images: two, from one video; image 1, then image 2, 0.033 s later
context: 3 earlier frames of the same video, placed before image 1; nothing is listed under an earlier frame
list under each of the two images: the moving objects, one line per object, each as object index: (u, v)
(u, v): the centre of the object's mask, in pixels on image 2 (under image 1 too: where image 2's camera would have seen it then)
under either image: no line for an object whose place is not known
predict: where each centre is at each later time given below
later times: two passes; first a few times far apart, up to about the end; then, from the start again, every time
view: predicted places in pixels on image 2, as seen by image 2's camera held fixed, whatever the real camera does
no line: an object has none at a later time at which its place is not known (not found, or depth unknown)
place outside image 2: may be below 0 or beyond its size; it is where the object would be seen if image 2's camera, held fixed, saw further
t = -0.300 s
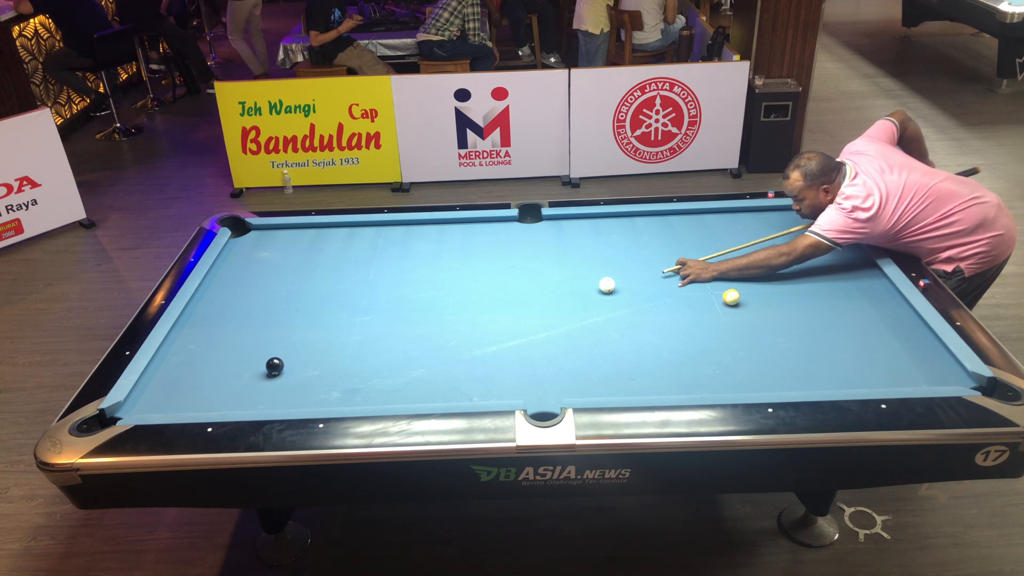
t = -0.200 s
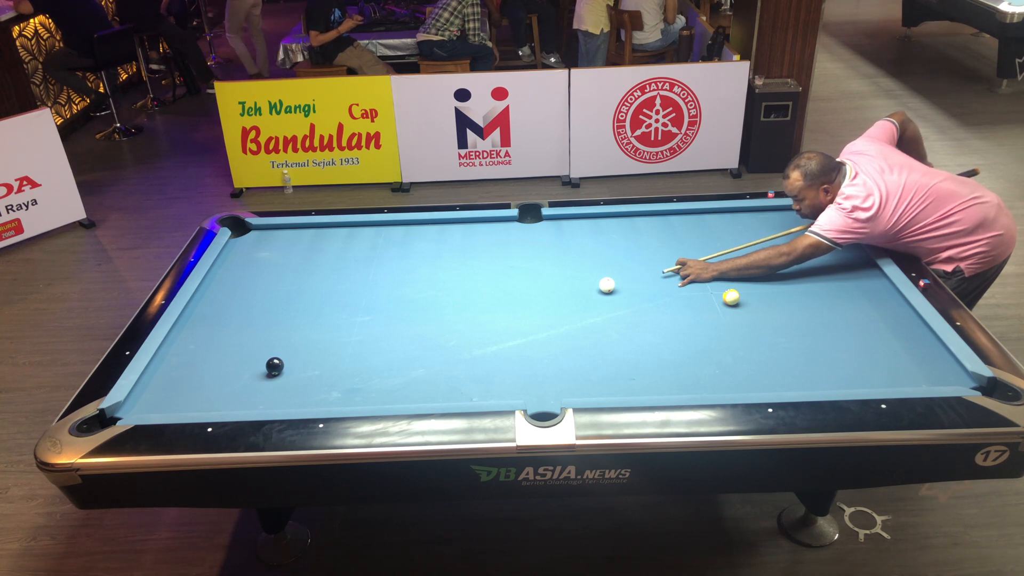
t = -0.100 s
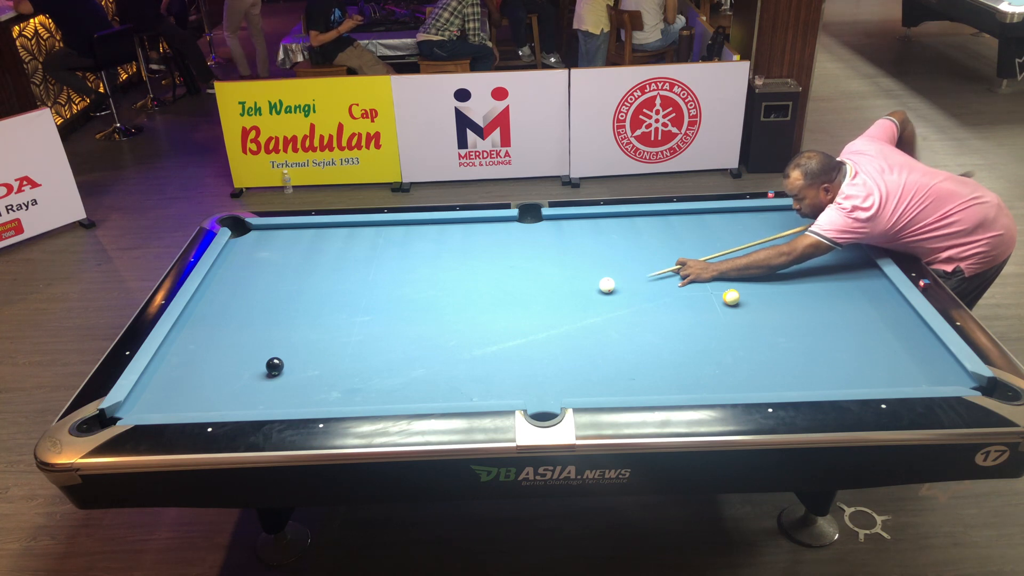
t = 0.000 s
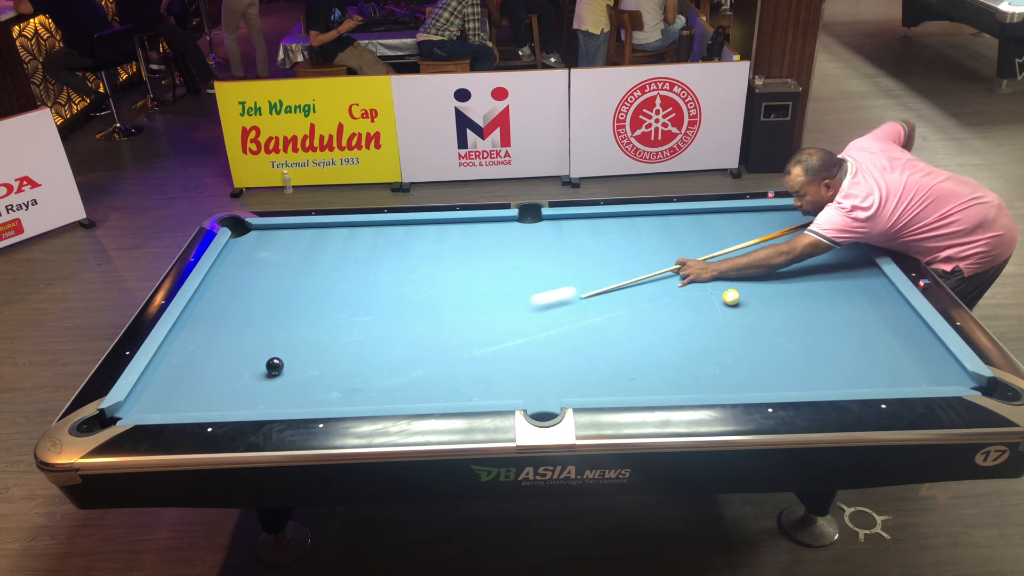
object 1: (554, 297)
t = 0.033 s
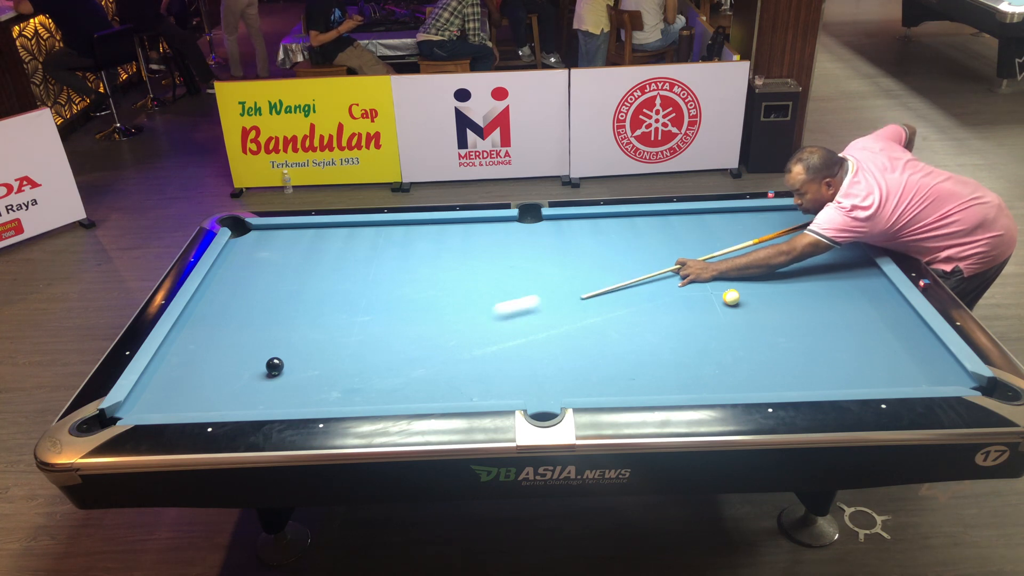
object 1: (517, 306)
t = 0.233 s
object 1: (298, 360)
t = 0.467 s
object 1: (307, 354)
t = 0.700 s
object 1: (340, 343)
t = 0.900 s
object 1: (366, 334)
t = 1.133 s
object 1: (395, 324)
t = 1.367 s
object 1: (421, 315)
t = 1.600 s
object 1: (445, 307)
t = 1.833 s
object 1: (466, 299)
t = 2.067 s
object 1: (486, 292)
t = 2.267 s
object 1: (502, 287)
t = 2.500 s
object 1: (519, 281)
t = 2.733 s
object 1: (534, 275)
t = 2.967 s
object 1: (548, 270)
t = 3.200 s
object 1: (561, 266)
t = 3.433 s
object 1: (573, 261)
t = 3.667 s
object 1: (583, 257)
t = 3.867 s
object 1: (590, 254)
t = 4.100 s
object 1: (599, 251)
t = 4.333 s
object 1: (605, 249)
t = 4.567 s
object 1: (612, 246)
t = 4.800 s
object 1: (616, 244)
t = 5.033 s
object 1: (620, 242)
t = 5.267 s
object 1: (623, 241)
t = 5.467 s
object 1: (625, 240)
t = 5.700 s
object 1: (625, 239)
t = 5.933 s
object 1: (625, 239)
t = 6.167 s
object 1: (625, 239)
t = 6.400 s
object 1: (625, 239)
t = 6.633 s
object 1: (625, 239)
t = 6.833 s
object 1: (625, 239)
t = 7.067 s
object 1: (625, 239)
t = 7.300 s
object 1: (625, 239)
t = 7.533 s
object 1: (625, 239)
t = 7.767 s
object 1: (625, 239)
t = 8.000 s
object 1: (625, 239)
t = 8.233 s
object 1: (625, 239)
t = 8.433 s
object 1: (625, 239)
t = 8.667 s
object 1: (625, 239)
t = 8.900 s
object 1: (626, 239)
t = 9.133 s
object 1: (625, 239)
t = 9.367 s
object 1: (625, 239)
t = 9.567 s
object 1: (625, 239)
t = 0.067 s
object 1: (480, 315)
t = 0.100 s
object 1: (443, 324)
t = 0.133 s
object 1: (406, 333)
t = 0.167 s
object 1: (367, 343)
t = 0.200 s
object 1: (329, 352)
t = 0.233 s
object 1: (298, 360)
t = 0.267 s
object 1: (292, 361)
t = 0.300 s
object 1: (292, 360)
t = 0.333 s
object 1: (293, 359)
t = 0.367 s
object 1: (296, 358)
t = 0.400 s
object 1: (298, 357)
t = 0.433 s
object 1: (302, 355)
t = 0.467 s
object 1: (307, 354)
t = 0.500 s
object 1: (312, 352)
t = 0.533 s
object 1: (317, 350)
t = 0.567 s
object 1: (321, 349)
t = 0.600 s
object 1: (326, 347)
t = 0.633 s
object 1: (331, 346)
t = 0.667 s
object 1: (335, 344)
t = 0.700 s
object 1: (340, 343)
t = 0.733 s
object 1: (345, 341)
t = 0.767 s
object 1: (349, 339)
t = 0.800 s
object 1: (353, 338)
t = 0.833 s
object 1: (358, 337)
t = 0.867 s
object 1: (362, 335)
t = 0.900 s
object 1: (366, 334)
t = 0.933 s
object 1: (370, 332)
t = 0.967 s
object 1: (375, 331)
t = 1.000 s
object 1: (379, 330)
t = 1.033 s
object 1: (383, 328)
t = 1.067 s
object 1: (387, 327)
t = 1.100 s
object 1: (391, 325)
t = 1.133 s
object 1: (395, 324)
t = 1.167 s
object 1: (399, 323)
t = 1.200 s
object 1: (403, 321)
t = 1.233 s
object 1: (406, 320)
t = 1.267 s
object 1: (410, 319)
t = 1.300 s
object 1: (413, 318)
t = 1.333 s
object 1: (417, 316)
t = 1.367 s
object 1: (421, 315)
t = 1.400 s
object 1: (424, 314)
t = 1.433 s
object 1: (428, 313)
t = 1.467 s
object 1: (431, 312)
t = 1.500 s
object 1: (435, 310)
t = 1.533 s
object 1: (438, 309)
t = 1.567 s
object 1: (441, 308)
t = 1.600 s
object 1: (445, 307)
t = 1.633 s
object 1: (448, 306)
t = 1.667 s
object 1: (451, 305)
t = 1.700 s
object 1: (454, 303)
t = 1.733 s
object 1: (457, 302)
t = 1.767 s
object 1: (460, 302)
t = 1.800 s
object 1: (463, 300)
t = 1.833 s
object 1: (466, 299)
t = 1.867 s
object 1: (469, 298)
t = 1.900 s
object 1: (472, 297)
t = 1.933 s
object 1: (475, 296)
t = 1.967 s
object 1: (478, 295)
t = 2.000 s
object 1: (481, 294)
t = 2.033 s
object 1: (483, 293)
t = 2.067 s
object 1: (486, 292)
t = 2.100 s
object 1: (489, 291)
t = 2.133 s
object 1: (491, 290)
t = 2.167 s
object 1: (494, 289)
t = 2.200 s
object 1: (497, 288)
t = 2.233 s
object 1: (499, 287)
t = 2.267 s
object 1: (502, 287)
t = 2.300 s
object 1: (504, 286)
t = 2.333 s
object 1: (507, 285)
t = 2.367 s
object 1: (509, 284)
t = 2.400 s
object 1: (512, 283)
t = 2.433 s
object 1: (514, 282)
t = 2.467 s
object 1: (517, 281)
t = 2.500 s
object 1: (519, 281)
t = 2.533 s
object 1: (521, 280)
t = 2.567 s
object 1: (523, 279)
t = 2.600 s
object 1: (526, 278)
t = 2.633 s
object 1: (528, 277)
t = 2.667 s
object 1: (530, 277)
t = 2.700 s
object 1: (532, 276)
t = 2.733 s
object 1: (534, 275)
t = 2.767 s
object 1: (536, 274)
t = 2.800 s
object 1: (538, 274)
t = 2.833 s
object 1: (540, 273)
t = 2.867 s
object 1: (542, 272)
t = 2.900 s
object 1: (544, 272)
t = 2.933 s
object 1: (546, 271)
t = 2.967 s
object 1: (548, 270)
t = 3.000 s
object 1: (550, 269)
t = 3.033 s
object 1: (552, 269)
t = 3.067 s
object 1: (554, 268)
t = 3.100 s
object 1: (556, 267)
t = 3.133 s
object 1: (557, 267)
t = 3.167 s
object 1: (559, 266)
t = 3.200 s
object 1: (561, 266)
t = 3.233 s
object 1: (563, 265)
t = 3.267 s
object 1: (564, 264)
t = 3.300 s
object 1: (566, 264)
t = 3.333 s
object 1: (568, 263)
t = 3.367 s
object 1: (569, 262)
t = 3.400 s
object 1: (571, 262)
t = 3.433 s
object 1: (573, 261)
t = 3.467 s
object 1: (574, 261)
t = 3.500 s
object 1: (576, 260)
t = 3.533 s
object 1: (577, 260)
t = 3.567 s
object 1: (579, 259)
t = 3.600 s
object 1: (580, 259)
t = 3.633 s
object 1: (581, 258)
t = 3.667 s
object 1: (583, 257)
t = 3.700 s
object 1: (584, 257)
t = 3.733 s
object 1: (585, 256)
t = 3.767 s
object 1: (587, 256)
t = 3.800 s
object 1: (588, 255)
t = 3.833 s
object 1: (589, 255)
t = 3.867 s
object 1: (590, 254)
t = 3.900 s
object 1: (592, 254)
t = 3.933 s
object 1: (593, 253)
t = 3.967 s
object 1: (594, 253)
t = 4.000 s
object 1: (595, 253)
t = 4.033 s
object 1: (596, 252)
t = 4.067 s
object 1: (597, 252)
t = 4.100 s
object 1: (599, 251)
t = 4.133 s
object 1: (599, 251)
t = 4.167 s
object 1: (601, 250)
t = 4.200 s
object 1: (602, 250)
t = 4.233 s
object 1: (603, 250)
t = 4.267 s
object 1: (604, 249)
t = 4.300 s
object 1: (604, 249)
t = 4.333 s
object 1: (605, 249)
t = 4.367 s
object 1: (607, 248)
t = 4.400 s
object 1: (607, 248)
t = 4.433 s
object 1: (608, 247)
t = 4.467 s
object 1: (609, 247)
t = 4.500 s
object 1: (610, 247)
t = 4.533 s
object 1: (611, 246)
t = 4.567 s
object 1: (612, 246)
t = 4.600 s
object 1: (612, 246)
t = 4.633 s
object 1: (613, 245)
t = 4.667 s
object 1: (614, 245)
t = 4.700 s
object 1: (614, 245)
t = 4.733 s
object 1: (615, 245)
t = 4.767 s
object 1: (616, 244)
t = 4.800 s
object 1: (616, 244)
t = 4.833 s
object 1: (617, 244)
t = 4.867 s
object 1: (617, 244)
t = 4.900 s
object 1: (618, 243)
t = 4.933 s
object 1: (618, 243)
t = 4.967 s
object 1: (619, 243)
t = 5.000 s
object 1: (620, 243)
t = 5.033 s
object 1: (620, 242)
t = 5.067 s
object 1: (620, 242)
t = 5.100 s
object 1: (621, 242)
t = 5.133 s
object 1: (621, 242)
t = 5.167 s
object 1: (622, 241)
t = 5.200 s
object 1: (622, 241)
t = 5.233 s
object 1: (623, 241)
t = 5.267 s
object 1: (623, 241)
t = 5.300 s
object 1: (623, 241)
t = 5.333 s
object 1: (624, 241)
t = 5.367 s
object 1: (624, 240)
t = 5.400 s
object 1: (624, 240)
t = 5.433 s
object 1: (625, 240)
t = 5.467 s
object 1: (625, 240)
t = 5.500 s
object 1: (625, 240)
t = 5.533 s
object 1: (625, 240)
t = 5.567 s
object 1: (625, 240)
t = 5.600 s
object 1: (625, 240)
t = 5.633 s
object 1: (625, 240)
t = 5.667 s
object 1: (625, 239)
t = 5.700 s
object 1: (625, 239)
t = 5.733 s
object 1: (625, 239)
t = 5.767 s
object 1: (625, 239)
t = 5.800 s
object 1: (625, 239)
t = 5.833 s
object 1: (625, 239)
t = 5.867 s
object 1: (625, 239)
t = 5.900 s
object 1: (625, 239)
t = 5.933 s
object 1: (625, 239)
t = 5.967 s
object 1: (625, 239)
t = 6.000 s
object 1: (625, 239)
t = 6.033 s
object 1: (625, 239)
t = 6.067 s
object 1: (625, 239)
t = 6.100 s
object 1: (625, 239)
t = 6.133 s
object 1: (625, 239)
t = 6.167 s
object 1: (625, 239)
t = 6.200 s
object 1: (625, 239)
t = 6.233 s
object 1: (625, 239)
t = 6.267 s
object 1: (625, 239)
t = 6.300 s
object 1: (625, 239)
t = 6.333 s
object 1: (625, 239)
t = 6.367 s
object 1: (625, 239)
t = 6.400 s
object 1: (625, 239)
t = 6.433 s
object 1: (625, 239)
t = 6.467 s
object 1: (625, 239)
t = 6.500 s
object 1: (625, 239)
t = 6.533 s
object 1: (625, 239)
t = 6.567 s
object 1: (626, 239)
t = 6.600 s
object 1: (625, 239)
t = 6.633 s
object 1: (625, 239)
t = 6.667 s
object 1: (625, 239)
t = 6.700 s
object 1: (625, 239)
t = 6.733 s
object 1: (625, 239)
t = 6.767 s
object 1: (625, 239)
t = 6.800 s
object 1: (625, 239)
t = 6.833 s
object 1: (625, 239)
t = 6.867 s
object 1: (625, 239)
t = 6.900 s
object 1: (625, 239)
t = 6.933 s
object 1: (625, 239)
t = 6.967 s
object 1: (625, 239)
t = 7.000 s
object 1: (625, 239)
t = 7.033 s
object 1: (625, 239)
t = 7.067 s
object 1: (625, 239)
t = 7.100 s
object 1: (625, 239)
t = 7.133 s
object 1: (625, 239)
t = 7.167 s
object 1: (625, 239)
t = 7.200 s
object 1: (625, 239)
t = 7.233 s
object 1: (626, 239)
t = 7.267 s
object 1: (625, 239)
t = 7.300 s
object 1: (625, 239)
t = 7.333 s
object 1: (625, 239)
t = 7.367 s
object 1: (625, 239)
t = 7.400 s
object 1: (625, 239)
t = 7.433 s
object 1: (625, 239)
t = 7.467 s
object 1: (625, 239)
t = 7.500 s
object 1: (625, 239)
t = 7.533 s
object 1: (625, 239)
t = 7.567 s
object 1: (625, 239)
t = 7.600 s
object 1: (625, 239)
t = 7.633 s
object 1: (625, 239)
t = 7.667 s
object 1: (625, 239)
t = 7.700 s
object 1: (625, 239)
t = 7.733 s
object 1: (625, 239)
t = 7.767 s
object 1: (625, 239)
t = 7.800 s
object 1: (625, 239)
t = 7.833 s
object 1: (625, 239)
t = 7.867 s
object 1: (625, 239)
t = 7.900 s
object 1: (625, 239)
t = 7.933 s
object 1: (625, 239)
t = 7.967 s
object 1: (625, 239)
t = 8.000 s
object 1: (625, 239)
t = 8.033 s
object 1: (625, 239)
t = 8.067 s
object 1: (625, 239)
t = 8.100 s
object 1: (625, 239)
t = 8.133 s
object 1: (625, 239)
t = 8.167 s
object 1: (625, 239)
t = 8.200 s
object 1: (625, 239)
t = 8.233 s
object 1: (625, 239)
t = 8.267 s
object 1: (625, 239)
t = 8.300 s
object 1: (625, 239)
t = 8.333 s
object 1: (625, 239)
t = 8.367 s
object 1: (625, 239)
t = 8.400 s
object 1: (625, 239)
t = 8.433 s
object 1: (625, 239)
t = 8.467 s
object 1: (625, 239)
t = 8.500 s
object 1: (625, 239)
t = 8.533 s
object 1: (625, 239)
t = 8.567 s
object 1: (625, 239)
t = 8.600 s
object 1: (625, 239)
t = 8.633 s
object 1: (625, 239)
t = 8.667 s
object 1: (625, 239)
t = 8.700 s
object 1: (626, 239)
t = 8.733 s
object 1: (625, 239)
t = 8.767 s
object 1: (625, 239)
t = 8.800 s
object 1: (625, 239)
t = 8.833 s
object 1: (625, 239)
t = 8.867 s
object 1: (626, 239)
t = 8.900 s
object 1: (626, 239)
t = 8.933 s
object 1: (625, 239)
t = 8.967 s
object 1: (625, 239)
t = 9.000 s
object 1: (625, 239)
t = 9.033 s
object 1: (625, 239)
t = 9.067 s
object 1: (626, 239)
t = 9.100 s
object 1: (626, 239)
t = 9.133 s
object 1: (625, 239)
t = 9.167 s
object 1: (626, 239)
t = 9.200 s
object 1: (626, 239)
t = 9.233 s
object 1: (626, 239)
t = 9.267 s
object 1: (625, 239)
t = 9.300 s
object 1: (625, 239)
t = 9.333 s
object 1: (625, 239)
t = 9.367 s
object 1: (625, 239)
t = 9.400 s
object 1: (625, 239)
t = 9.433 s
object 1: (625, 239)
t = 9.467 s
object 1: (625, 239)
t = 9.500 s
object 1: (625, 239)
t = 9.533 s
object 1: (625, 239)
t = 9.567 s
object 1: (625, 239)
